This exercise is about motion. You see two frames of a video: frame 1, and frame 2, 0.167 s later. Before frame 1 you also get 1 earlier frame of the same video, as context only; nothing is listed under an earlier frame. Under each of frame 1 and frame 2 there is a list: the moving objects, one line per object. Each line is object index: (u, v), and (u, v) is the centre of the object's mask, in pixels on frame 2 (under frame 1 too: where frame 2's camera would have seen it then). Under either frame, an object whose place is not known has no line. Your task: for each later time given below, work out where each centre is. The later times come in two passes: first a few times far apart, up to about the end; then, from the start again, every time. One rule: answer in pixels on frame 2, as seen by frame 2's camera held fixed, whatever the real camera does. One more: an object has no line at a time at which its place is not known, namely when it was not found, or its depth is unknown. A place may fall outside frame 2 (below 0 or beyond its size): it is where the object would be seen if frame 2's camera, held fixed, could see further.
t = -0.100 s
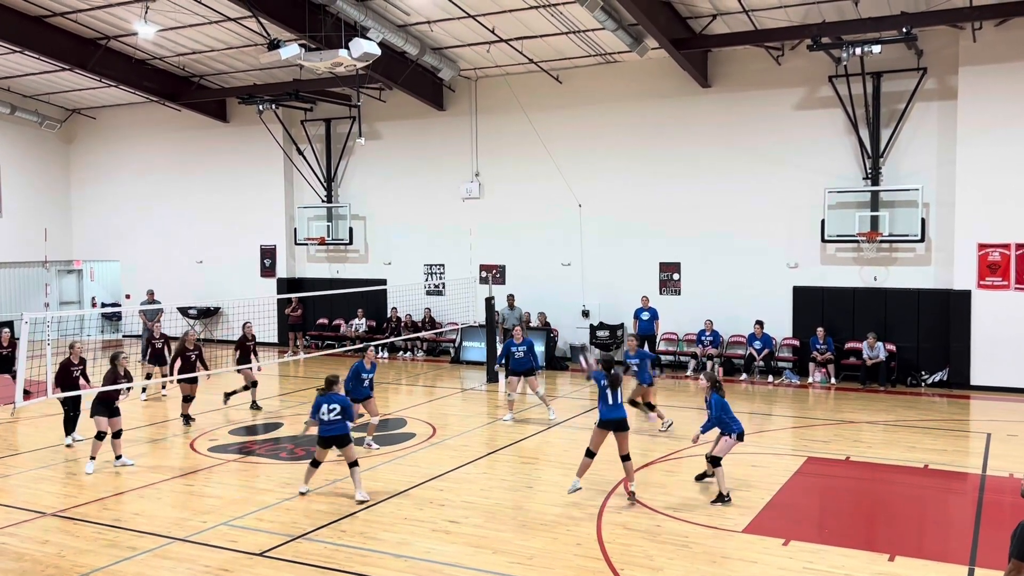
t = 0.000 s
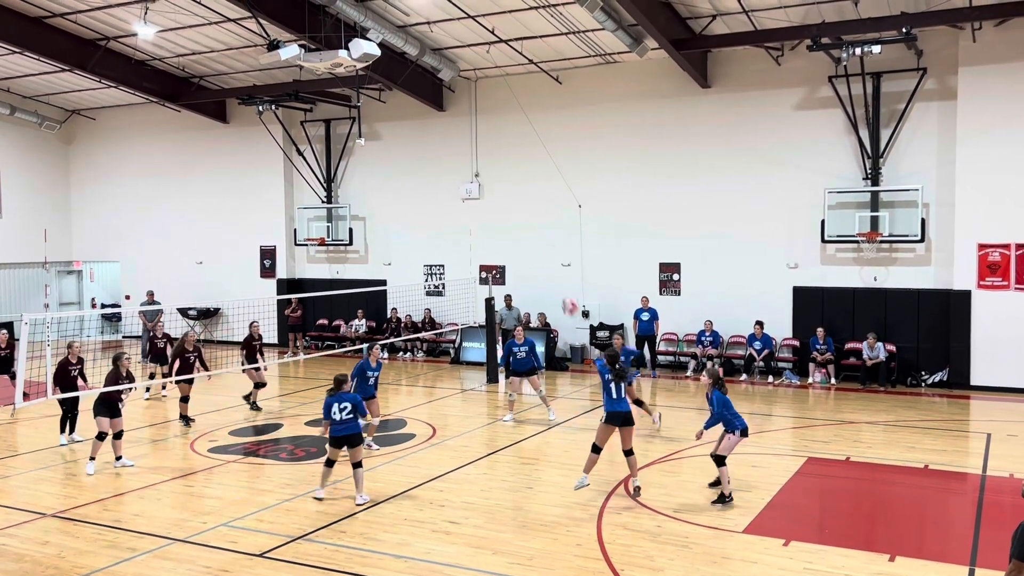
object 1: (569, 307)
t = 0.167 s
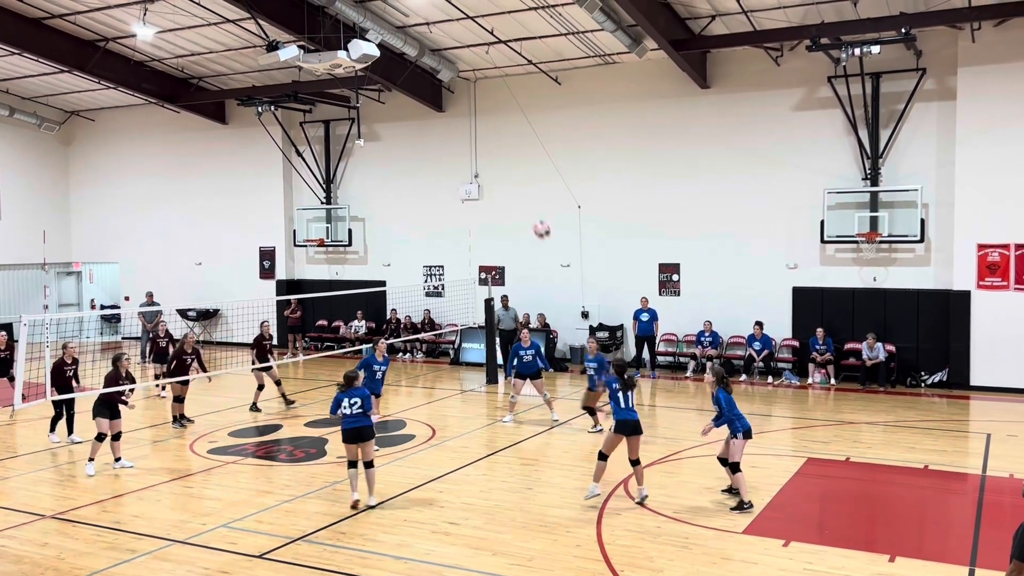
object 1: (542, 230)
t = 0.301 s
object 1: (522, 187)
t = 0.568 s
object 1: (485, 145)
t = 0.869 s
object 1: (446, 167)
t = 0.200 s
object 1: (537, 217)
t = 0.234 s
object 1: (532, 206)
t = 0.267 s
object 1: (527, 196)
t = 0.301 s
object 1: (522, 187)
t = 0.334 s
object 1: (517, 178)
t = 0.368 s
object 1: (512, 170)
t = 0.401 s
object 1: (507, 164)
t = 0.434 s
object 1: (503, 158)
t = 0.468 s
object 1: (498, 153)
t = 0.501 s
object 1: (493, 150)
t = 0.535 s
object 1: (488, 147)
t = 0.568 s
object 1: (485, 145)
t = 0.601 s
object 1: (480, 144)
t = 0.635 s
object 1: (475, 145)
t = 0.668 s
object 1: (471, 145)
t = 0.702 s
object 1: (467, 147)
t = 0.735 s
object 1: (462, 149)
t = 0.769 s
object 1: (459, 153)
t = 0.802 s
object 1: (455, 156)
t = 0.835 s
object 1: (451, 161)
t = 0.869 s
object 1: (446, 167)
